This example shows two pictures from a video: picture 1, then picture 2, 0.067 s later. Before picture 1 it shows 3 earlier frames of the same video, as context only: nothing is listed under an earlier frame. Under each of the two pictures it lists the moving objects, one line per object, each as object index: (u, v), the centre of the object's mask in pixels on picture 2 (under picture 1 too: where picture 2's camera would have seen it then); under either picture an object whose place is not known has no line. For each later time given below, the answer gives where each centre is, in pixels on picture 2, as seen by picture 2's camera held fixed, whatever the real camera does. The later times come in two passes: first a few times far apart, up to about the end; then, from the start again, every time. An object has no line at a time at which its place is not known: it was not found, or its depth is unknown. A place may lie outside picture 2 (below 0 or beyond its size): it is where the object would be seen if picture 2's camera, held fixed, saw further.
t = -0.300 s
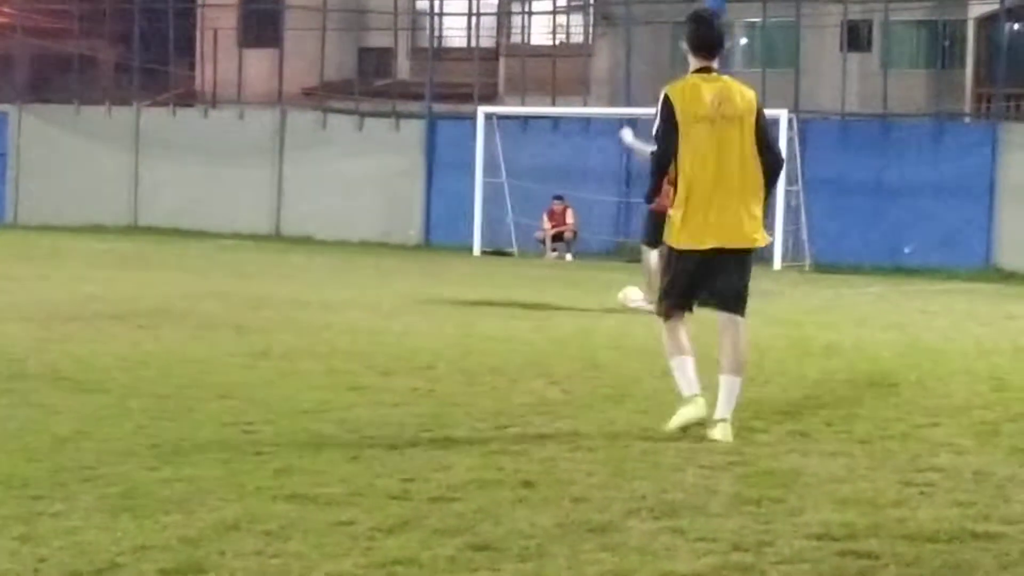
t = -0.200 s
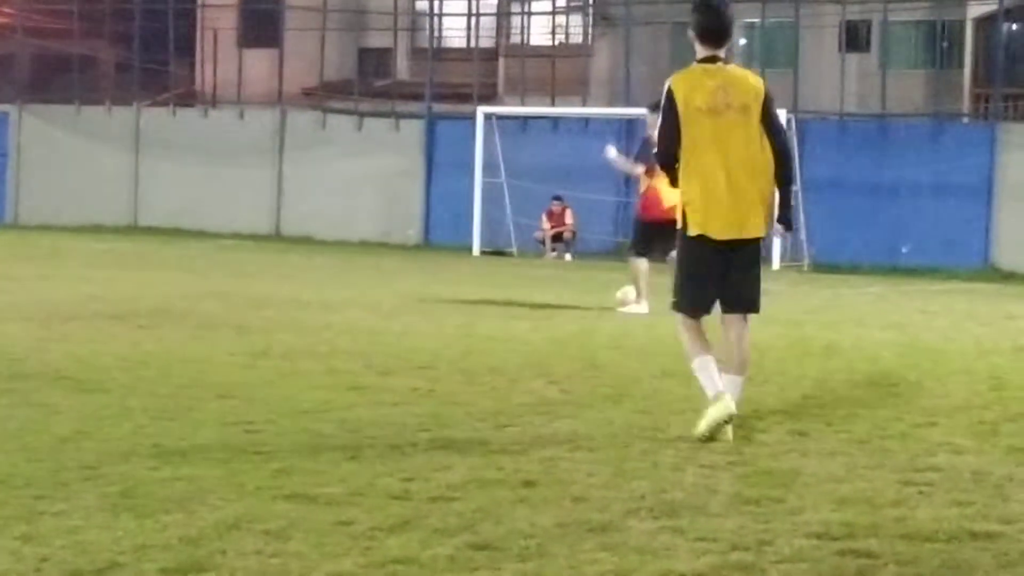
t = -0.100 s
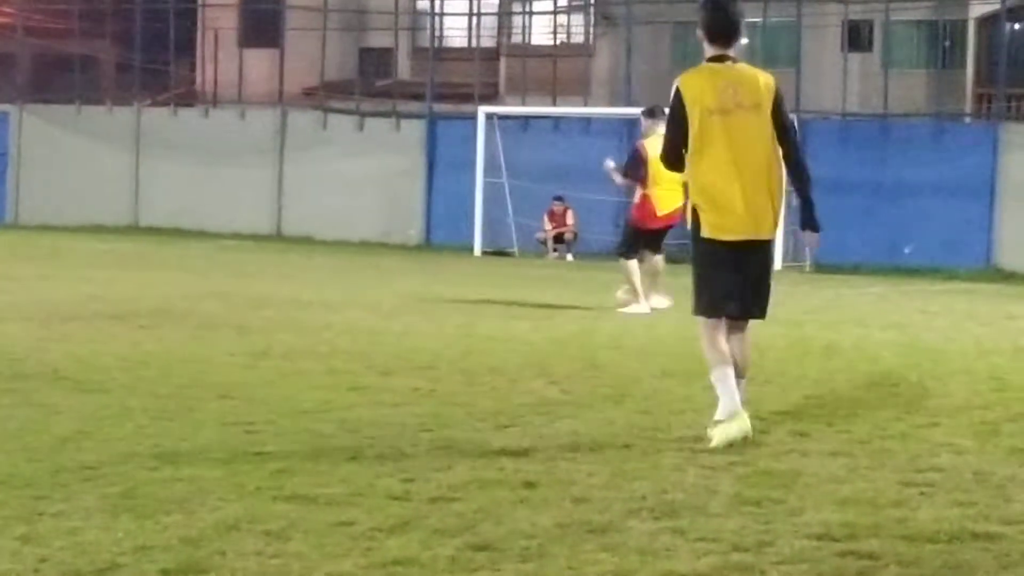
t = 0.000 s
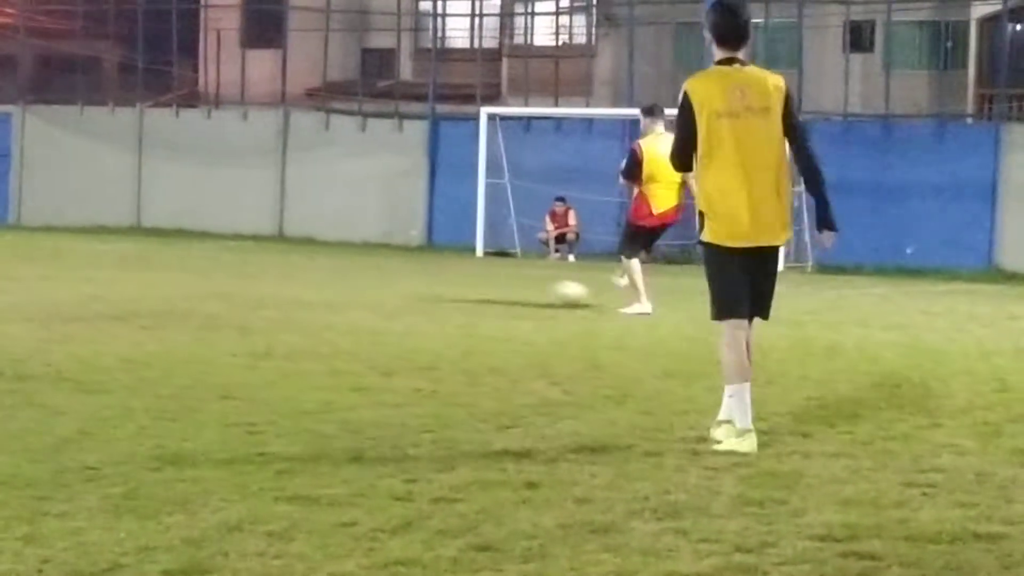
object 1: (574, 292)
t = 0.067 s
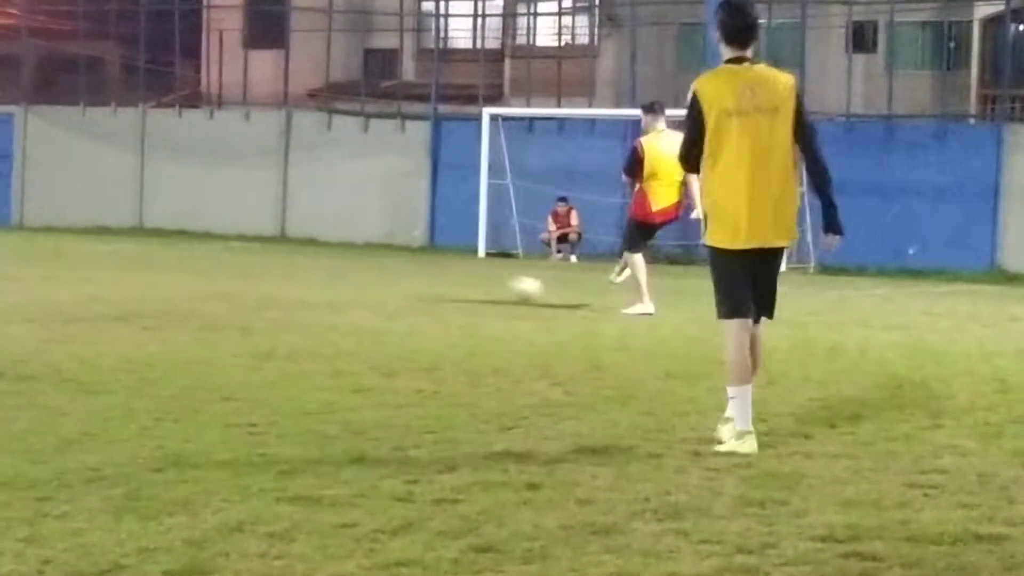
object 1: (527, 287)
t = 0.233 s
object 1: (423, 282)
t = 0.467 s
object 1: (312, 274)
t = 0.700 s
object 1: (209, 267)
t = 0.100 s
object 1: (504, 286)
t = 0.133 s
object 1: (482, 286)
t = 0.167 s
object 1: (462, 285)
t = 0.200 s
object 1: (443, 283)
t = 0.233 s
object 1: (423, 282)
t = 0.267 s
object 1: (404, 282)
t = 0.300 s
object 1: (387, 280)
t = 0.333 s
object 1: (371, 278)
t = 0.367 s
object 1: (355, 278)
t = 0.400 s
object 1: (340, 277)
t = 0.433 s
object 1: (326, 277)
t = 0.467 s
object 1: (312, 274)
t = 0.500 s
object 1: (297, 272)
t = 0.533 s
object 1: (280, 271)
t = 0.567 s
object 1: (265, 271)
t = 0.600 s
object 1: (252, 272)
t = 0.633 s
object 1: (237, 271)
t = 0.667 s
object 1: (223, 269)
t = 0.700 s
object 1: (209, 267)
